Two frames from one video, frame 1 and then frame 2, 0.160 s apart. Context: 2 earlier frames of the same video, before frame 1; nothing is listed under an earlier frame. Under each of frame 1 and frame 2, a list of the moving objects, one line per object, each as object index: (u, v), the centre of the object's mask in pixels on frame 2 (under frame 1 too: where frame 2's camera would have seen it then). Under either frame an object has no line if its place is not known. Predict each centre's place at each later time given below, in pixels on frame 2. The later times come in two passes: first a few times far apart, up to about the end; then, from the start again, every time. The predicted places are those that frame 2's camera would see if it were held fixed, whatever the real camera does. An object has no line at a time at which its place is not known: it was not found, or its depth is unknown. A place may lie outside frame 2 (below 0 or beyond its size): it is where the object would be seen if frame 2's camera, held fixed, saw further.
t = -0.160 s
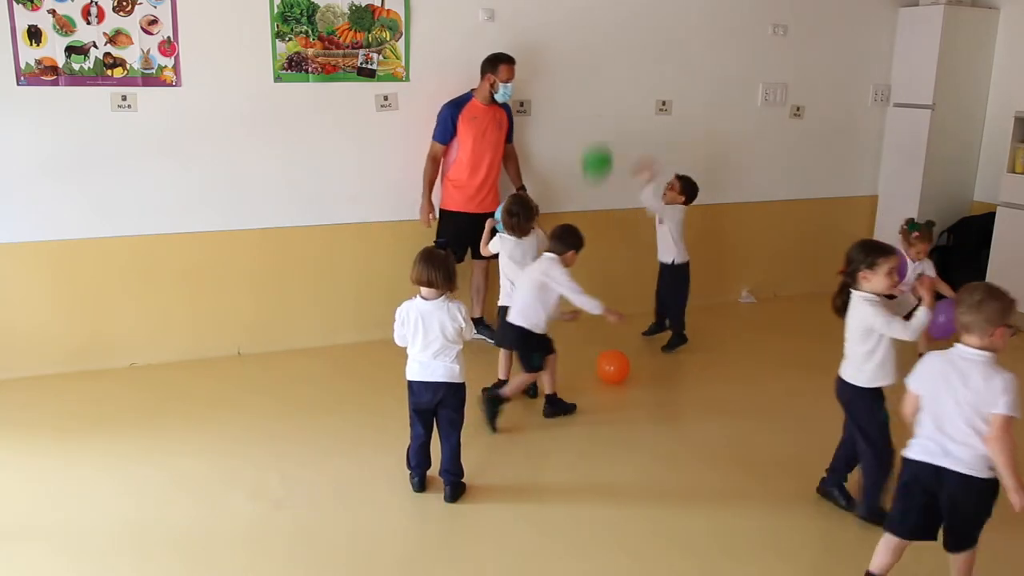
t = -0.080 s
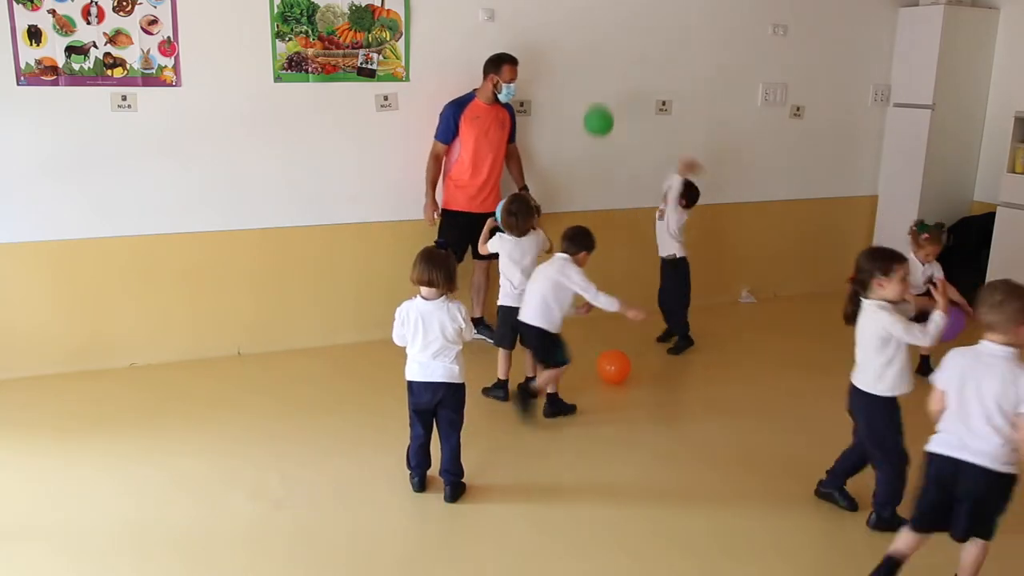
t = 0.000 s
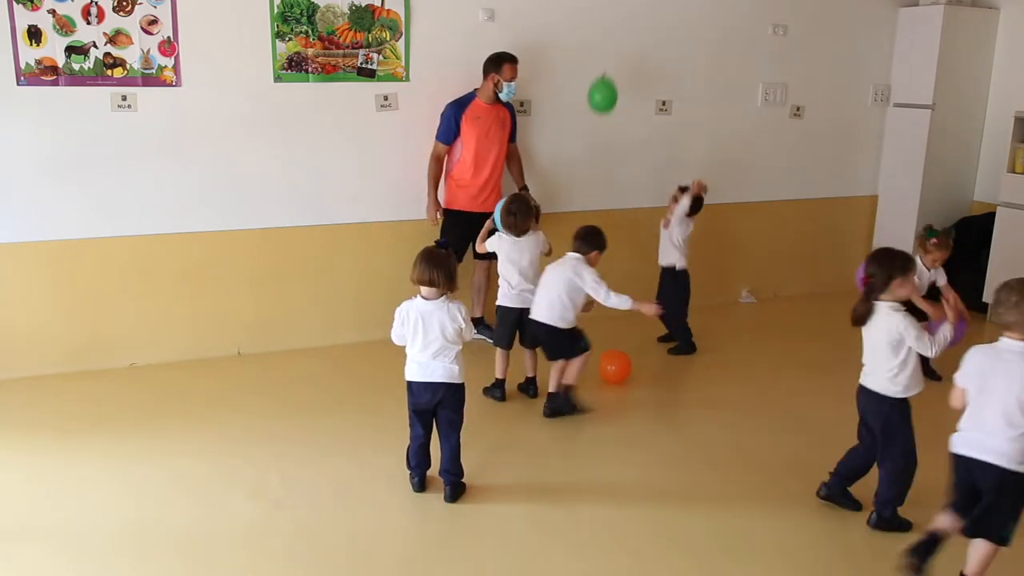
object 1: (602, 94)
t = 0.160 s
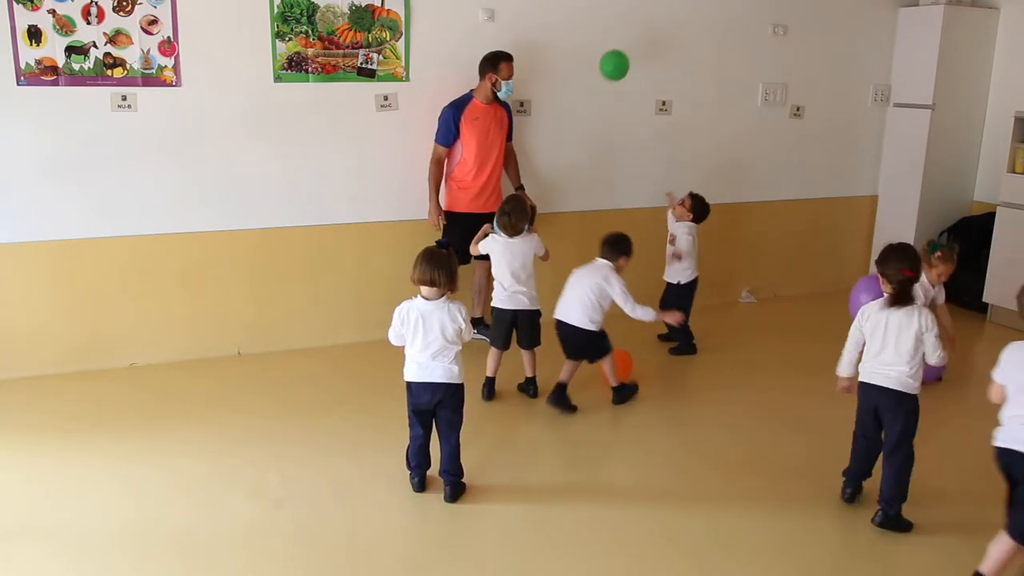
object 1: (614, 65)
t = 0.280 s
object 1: (624, 57)
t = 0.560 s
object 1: (632, 72)
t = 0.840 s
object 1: (634, 112)
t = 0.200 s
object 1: (618, 61)
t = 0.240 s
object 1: (621, 58)
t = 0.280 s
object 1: (624, 57)
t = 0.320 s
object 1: (626, 57)
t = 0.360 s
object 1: (628, 59)
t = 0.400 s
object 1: (629, 60)
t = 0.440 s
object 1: (630, 62)
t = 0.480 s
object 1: (631, 65)
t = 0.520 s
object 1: (632, 68)
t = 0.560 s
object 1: (632, 72)
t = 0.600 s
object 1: (632, 77)
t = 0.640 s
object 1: (633, 82)
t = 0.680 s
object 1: (633, 87)
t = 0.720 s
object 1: (633, 93)
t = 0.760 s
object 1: (634, 99)
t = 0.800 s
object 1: (634, 106)
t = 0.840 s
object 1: (634, 112)
